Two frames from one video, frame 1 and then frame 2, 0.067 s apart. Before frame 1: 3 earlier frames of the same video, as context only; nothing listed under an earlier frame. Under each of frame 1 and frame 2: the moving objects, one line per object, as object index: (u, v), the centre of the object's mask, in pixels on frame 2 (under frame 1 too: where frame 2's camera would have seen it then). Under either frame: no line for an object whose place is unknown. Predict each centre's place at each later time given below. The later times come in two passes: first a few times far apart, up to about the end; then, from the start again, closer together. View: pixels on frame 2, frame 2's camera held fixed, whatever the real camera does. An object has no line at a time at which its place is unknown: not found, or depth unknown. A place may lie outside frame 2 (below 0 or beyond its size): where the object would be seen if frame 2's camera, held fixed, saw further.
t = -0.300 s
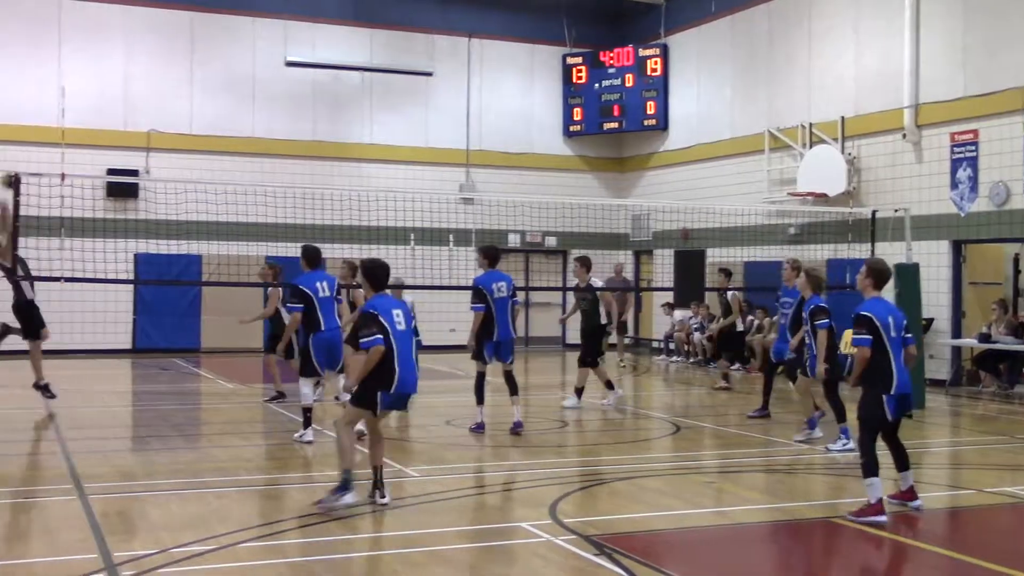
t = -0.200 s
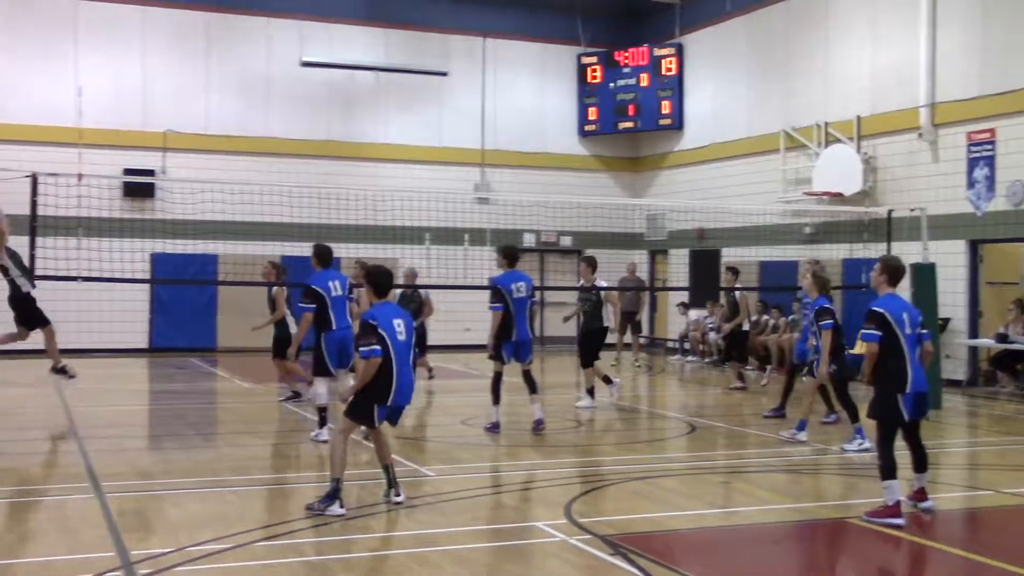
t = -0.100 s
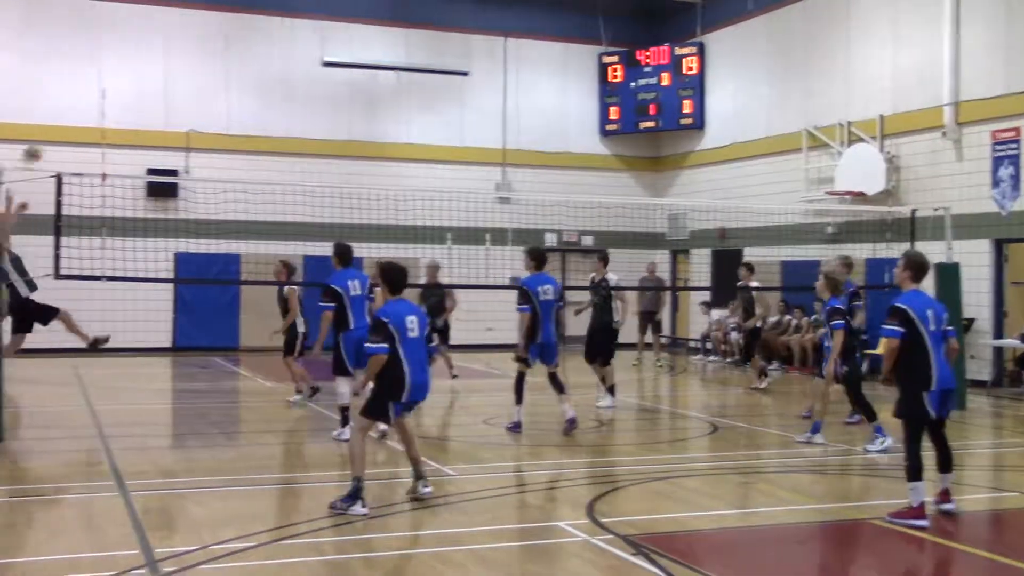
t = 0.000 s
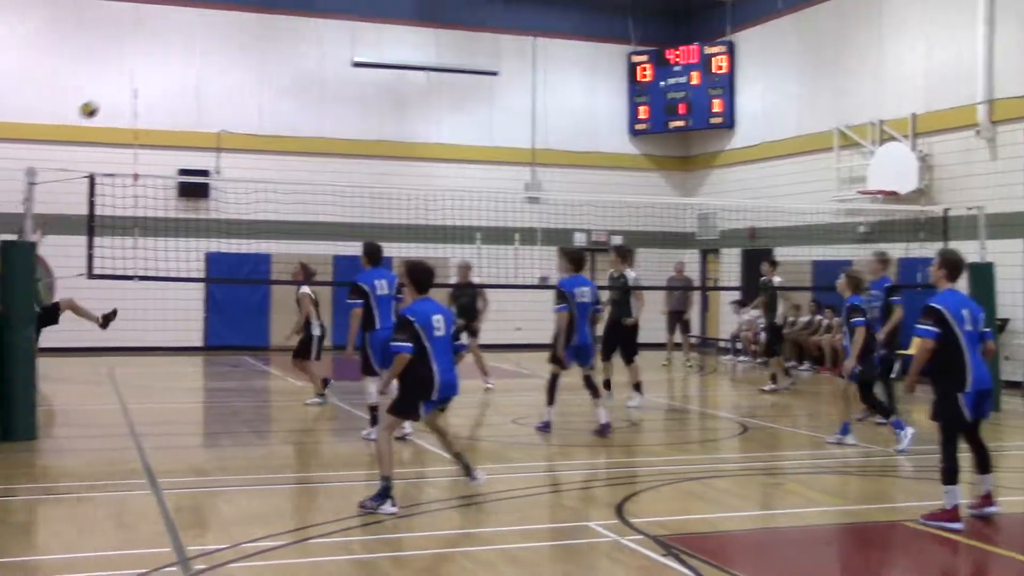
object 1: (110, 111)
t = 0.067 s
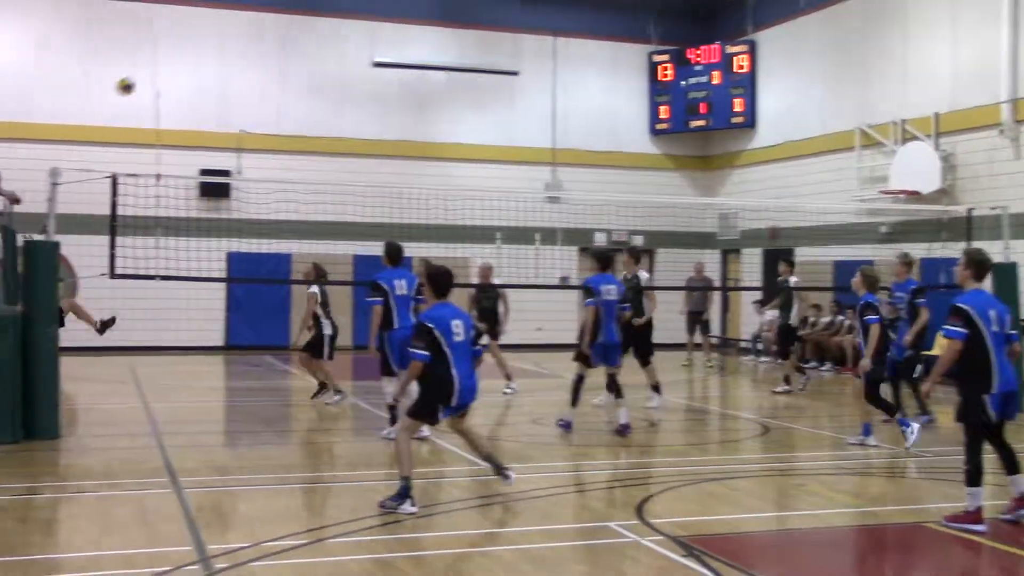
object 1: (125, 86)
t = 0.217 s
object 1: (160, 46)
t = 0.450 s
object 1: (208, 22)
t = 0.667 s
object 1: (249, 39)
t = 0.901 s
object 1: (288, 96)
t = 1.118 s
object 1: (321, 185)
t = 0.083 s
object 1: (129, 81)
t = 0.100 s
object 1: (133, 76)
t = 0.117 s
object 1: (137, 71)
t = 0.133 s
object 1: (141, 66)
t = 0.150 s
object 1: (145, 62)
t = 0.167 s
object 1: (149, 57)
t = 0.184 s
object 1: (153, 53)
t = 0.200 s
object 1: (156, 50)
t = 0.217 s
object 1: (160, 46)
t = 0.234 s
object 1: (163, 43)
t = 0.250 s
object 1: (166, 40)
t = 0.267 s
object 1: (171, 37)
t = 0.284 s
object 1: (175, 35)
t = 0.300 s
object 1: (178, 32)
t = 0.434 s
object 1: (205, 22)
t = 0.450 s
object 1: (208, 22)
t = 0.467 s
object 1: (211, 22)
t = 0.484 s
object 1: (214, 22)
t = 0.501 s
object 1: (218, 22)
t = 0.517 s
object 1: (221, 22)
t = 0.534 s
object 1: (224, 24)
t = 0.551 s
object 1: (227, 25)
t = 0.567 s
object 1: (230, 27)
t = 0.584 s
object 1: (233, 28)
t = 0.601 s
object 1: (235, 29)
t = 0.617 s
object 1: (239, 32)
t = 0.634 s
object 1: (242, 34)
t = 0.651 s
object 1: (245, 36)
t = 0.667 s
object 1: (249, 39)
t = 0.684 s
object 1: (252, 42)
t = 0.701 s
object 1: (254, 45)
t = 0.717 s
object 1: (257, 48)
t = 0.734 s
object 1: (260, 52)
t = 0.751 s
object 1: (263, 56)
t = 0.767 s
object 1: (266, 59)
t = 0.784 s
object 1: (269, 63)
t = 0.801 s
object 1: (271, 67)
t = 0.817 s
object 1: (274, 72)
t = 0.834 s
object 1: (277, 76)
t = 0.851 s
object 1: (280, 81)
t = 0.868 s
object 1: (283, 86)
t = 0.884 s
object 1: (286, 90)
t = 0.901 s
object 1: (288, 96)
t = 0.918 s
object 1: (290, 102)
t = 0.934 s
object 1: (293, 107)
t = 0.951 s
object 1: (296, 114)
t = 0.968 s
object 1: (299, 120)
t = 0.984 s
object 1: (301, 126)
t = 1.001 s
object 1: (304, 132)
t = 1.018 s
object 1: (306, 140)
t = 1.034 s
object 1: (309, 147)
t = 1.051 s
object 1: (311, 153)
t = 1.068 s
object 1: (314, 161)
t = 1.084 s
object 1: (317, 168)
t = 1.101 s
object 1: (319, 176)
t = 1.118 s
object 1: (321, 185)
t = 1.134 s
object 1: (323, 192)
